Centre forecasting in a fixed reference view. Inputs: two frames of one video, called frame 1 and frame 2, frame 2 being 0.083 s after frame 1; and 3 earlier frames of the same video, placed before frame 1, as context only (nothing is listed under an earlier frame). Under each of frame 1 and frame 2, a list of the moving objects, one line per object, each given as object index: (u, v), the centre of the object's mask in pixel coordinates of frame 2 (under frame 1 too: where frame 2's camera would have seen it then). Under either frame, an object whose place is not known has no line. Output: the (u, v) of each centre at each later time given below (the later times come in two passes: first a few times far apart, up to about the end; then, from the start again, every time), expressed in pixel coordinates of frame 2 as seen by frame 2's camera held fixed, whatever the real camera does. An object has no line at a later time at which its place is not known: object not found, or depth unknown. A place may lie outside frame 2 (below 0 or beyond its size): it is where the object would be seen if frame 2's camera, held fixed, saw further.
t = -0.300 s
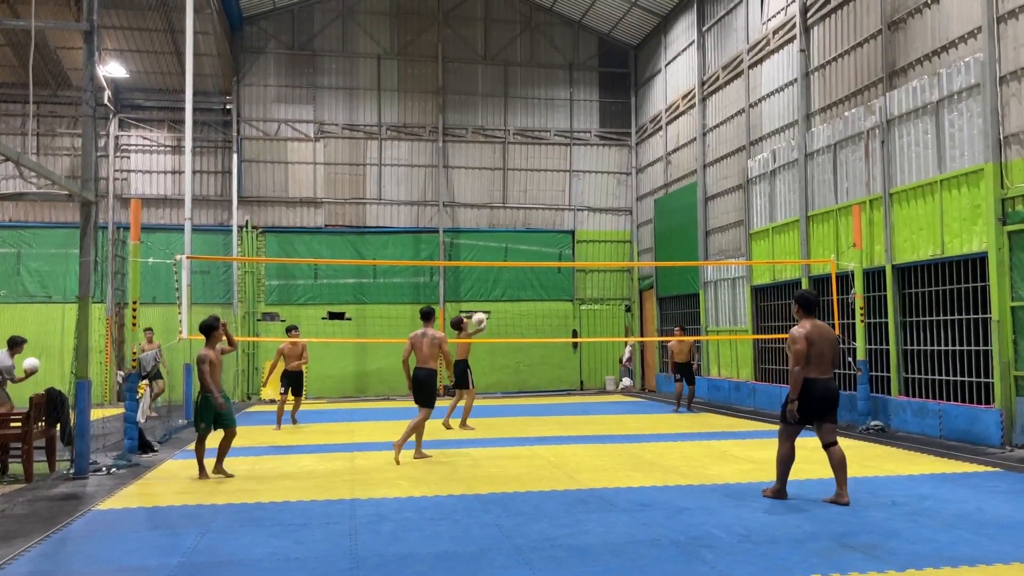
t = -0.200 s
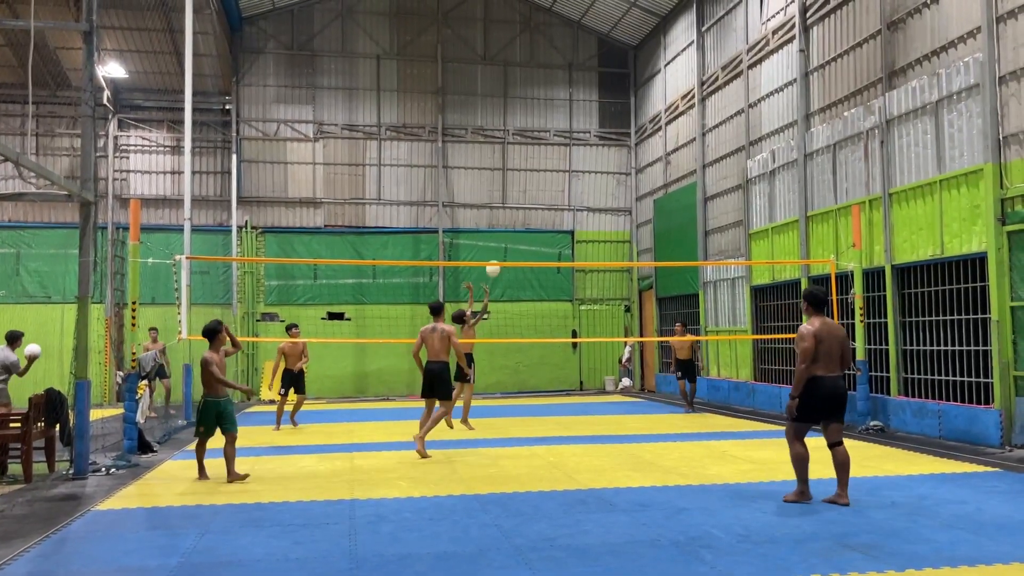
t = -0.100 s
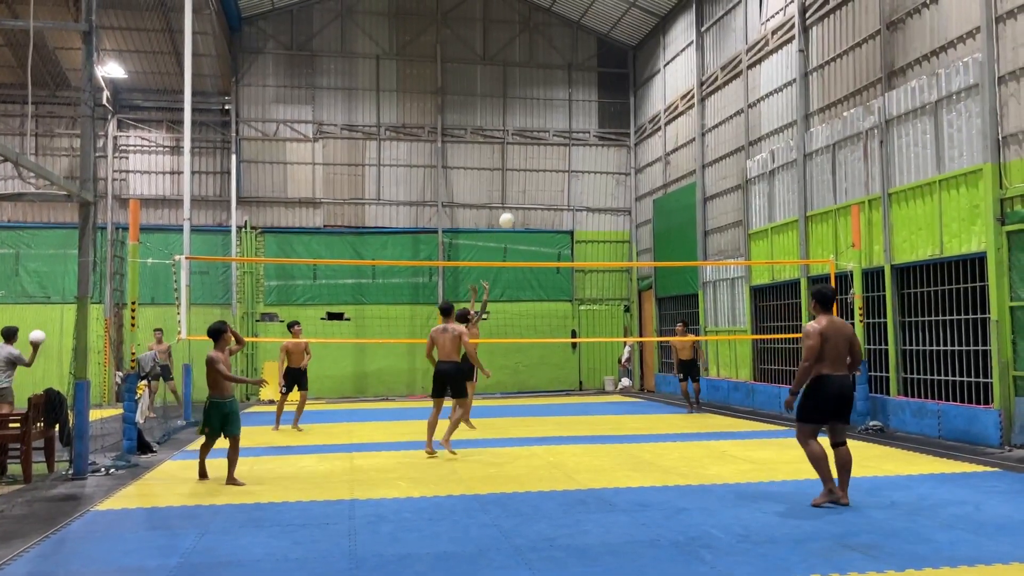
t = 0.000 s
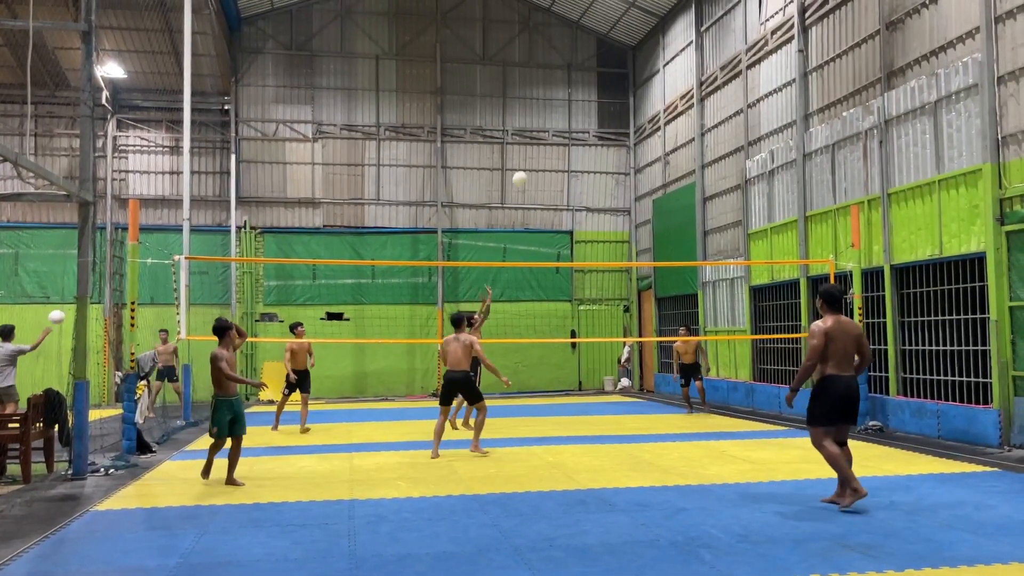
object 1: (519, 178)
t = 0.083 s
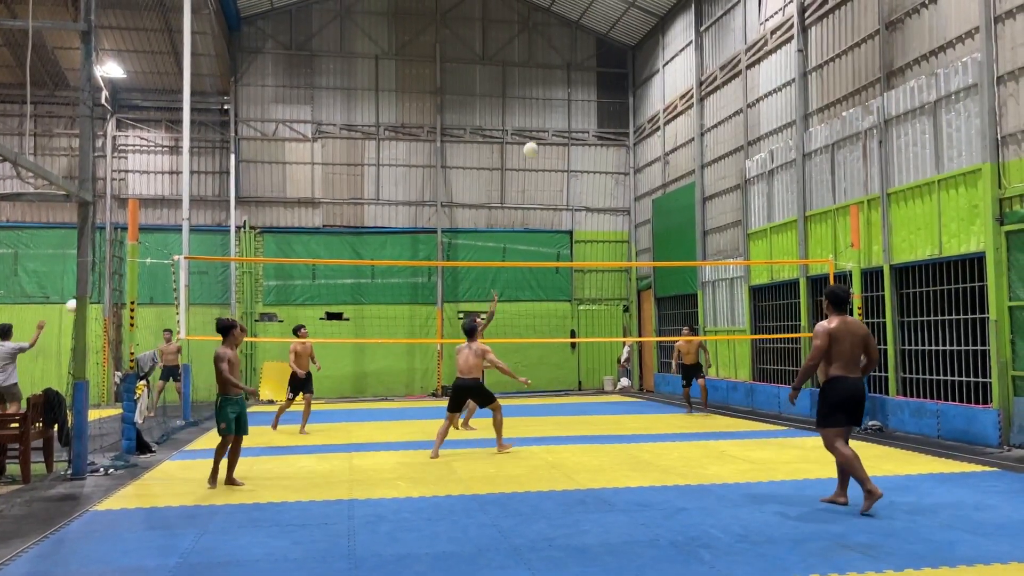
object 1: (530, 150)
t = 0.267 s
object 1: (555, 102)
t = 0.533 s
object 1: (591, 72)
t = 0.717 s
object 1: (617, 77)
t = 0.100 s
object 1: (532, 144)
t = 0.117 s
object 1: (535, 139)
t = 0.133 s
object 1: (537, 134)
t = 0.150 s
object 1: (539, 130)
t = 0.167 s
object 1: (541, 125)
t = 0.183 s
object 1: (544, 121)
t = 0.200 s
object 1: (546, 117)
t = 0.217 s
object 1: (548, 113)
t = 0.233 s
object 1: (550, 109)
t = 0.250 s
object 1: (553, 105)
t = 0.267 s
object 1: (555, 102)
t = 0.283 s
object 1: (557, 99)
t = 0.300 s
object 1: (559, 96)
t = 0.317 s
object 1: (562, 93)
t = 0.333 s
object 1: (564, 90)
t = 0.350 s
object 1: (566, 87)
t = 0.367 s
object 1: (569, 85)
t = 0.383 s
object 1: (571, 83)
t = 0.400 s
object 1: (573, 81)
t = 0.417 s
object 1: (575, 79)
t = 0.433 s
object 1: (578, 77)
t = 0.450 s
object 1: (580, 76)
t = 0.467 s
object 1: (582, 75)
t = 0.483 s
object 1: (584, 74)
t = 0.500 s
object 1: (587, 73)
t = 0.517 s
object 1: (589, 72)
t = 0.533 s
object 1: (591, 72)
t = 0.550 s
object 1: (594, 71)
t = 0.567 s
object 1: (596, 71)
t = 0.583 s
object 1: (598, 71)
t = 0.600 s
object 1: (601, 71)
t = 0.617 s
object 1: (603, 71)
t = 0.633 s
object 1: (605, 72)
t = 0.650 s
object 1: (607, 73)
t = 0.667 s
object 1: (610, 74)
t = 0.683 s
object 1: (612, 75)
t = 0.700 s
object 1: (614, 76)
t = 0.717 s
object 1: (617, 77)
